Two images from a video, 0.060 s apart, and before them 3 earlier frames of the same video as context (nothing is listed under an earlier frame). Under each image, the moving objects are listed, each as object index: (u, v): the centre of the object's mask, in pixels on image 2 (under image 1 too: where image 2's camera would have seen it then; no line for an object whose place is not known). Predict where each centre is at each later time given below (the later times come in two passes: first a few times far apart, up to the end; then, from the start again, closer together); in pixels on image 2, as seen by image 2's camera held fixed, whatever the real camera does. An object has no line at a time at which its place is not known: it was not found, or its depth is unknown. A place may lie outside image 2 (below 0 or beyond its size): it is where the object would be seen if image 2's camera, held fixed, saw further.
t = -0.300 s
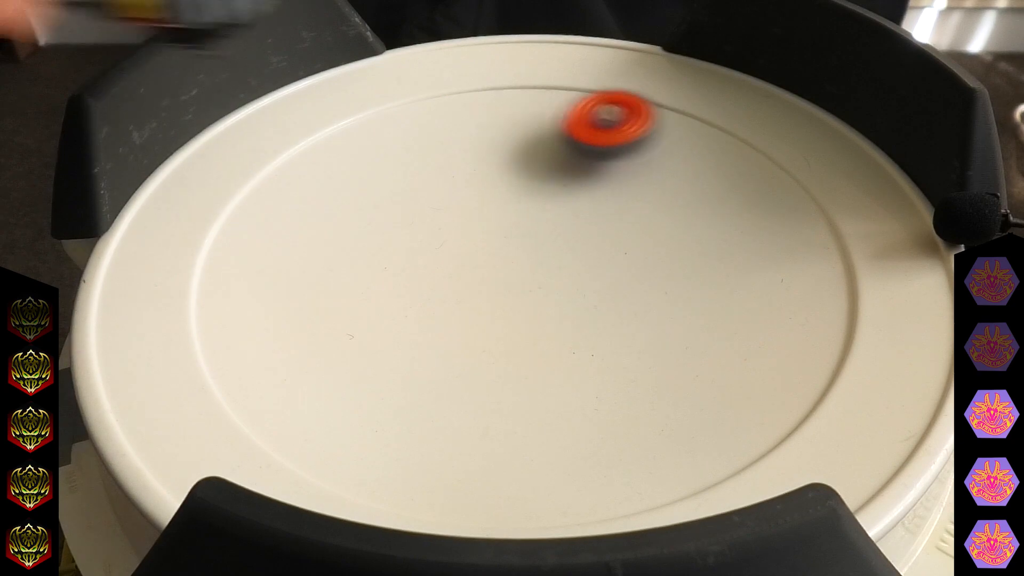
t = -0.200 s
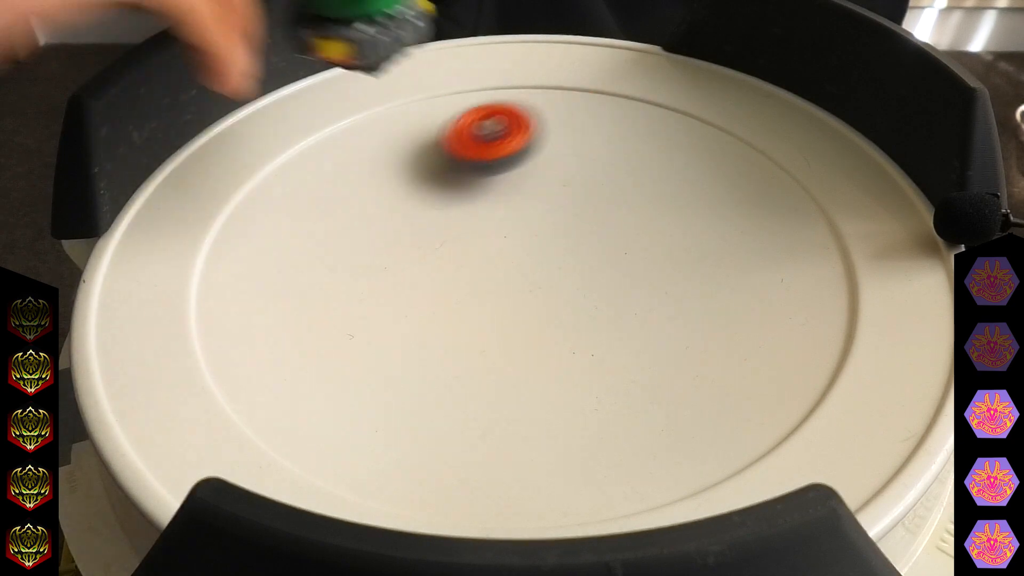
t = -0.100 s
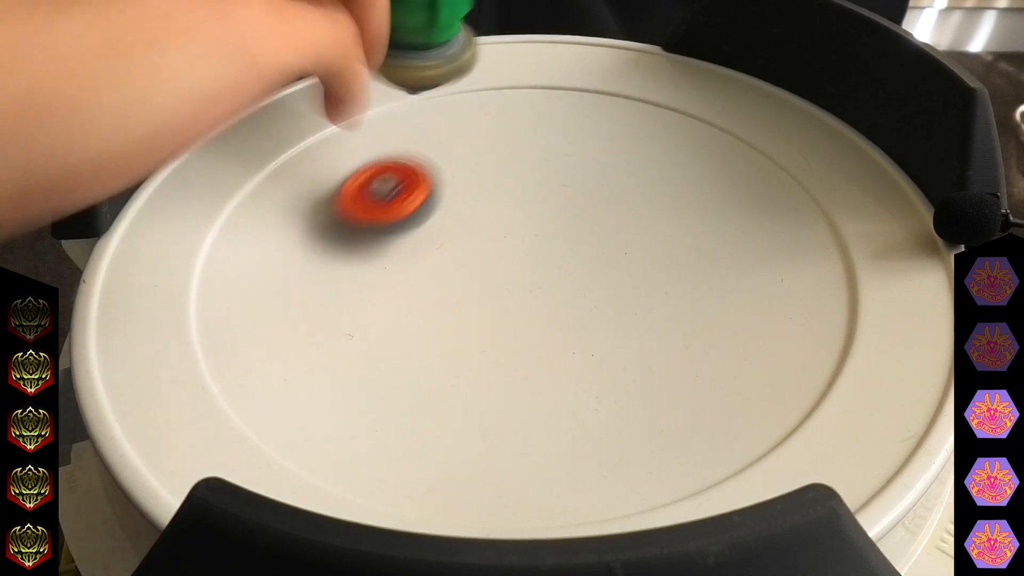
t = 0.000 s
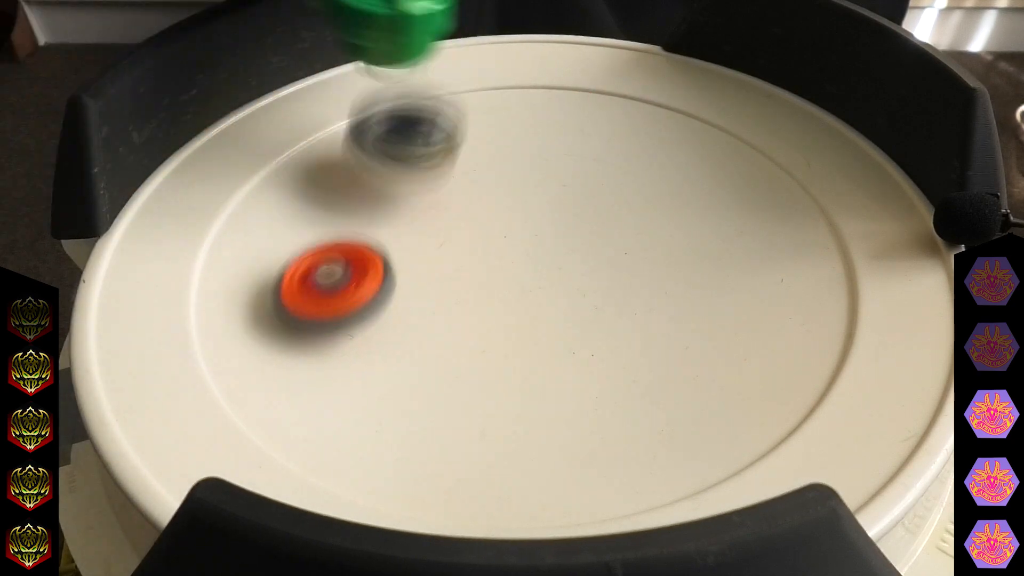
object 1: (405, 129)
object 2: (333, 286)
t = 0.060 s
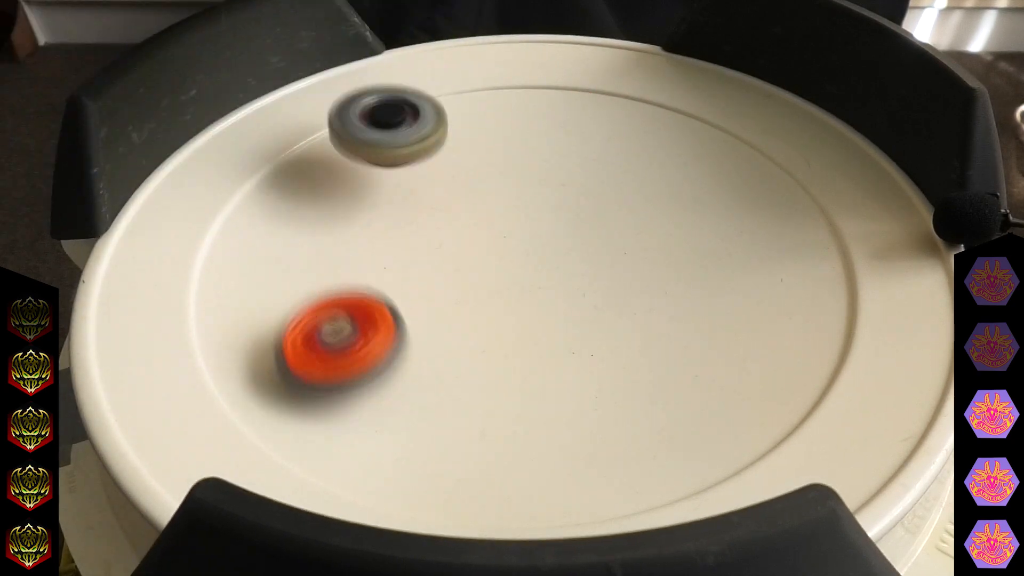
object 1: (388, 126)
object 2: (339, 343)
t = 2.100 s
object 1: (410, 176)
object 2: (275, 168)
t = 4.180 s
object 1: (527, 280)
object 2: (555, 113)
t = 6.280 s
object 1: (346, 186)
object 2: (632, 220)
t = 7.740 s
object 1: (662, 228)
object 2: (270, 315)
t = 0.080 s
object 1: (386, 125)
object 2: (350, 363)
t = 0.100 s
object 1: (384, 131)
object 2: (366, 380)
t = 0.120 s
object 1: (384, 144)
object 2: (385, 400)
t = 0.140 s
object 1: (385, 163)
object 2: (408, 417)
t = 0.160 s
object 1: (389, 159)
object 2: (437, 429)
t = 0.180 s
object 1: (395, 164)
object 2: (469, 444)
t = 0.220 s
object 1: (411, 179)
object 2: (536, 459)
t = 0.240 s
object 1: (420, 185)
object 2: (572, 461)
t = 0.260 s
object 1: (432, 190)
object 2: (607, 456)
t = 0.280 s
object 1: (444, 196)
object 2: (642, 453)
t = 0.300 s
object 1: (457, 203)
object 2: (677, 445)
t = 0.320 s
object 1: (467, 210)
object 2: (710, 435)
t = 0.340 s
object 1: (478, 218)
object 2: (742, 423)
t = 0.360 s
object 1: (488, 227)
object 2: (773, 408)
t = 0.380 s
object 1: (497, 235)
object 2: (792, 391)
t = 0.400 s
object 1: (504, 244)
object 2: (804, 369)
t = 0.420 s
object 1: (511, 254)
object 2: (813, 349)
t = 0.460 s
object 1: (518, 273)
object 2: (826, 307)
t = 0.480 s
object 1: (520, 284)
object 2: (830, 286)
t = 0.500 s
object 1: (519, 294)
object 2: (830, 265)
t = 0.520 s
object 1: (516, 303)
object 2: (828, 244)
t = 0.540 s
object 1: (512, 314)
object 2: (821, 223)
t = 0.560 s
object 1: (505, 323)
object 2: (811, 205)
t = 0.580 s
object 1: (497, 332)
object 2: (795, 186)
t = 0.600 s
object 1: (487, 341)
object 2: (779, 172)
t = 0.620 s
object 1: (476, 348)
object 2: (756, 158)
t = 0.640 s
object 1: (462, 354)
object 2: (731, 143)
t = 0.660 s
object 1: (446, 360)
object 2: (704, 133)
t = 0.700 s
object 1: (411, 365)
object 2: (645, 116)
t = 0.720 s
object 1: (392, 365)
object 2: (615, 112)
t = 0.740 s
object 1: (374, 362)
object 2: (586, 109)
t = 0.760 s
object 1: (356, 357)
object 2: (555, 107)
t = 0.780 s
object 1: (339, 351)
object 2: (525, 107)
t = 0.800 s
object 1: (324, 341)
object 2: (495, 108)
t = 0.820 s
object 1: (313, 331)
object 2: (464, 112)
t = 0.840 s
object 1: (304, 319)
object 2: (436, 116)
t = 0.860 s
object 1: (300, 308)
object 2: (408, 122)
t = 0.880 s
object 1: (298, 295)
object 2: (381, 130)
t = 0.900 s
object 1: (300, 281)
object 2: (357, 138)
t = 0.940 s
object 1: (315, 257)
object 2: (310, 160)
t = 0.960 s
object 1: (328, 247)
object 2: (291, 170)
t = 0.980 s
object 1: (364, 264)
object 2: (260, 150)
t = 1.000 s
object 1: (403, 293)
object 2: (243, 118)
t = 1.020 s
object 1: (448, 316)
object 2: (240, 98)
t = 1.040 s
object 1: (494, 336)
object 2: (257, 91)
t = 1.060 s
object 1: (541, 355)
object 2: (278, 91)
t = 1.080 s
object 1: (589, 374)
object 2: (304, 100)
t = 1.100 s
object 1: (634, 386)
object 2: (329, 117)
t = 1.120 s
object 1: (676, 396)
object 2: (359, 140)
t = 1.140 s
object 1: (716, 404)
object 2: (383, 152)
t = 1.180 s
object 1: (789, 405)
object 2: (434, 170)
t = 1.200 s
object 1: (818, 409)
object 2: (458, 168)
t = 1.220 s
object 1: (843, 408)
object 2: (485, 174)
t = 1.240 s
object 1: (861, 409)
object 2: (510, 187)
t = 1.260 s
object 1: (873, 405)
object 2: (537, 207)
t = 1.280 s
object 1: (881, 399)
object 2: (563, 216)
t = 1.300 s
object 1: (886, 400)
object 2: (585, 221)
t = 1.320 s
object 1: (890, 396)
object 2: (610, 235)
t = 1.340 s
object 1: (892, 394)
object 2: (630, 242)
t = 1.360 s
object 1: (893, 390)
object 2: (650, 247)
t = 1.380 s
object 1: (892, 386)
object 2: (665, 251)
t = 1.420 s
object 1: (886, 379)
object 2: (687, 258)
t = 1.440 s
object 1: (882, 374)
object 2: (694, 261)
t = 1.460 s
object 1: (875, 370)
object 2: (698, 263)
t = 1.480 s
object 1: (867, 366)
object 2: (699, 267)
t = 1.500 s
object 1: (855, 361)
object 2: (696, 263)
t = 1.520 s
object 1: (838, 354)
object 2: (692, 264)
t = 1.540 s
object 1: (821, 351)
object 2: (685, 266)
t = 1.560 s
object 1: (799, 348)
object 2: (676, 263)
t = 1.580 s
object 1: (776, 343)
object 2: (665, 261)
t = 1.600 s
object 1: (752, 335)
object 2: (652, 255)
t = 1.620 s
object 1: (727, 331)
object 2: (637, 252)
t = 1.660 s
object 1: (673, 315)
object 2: (609, 239)
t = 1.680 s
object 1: (644, 306)
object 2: (594, 232)
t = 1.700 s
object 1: (615, 296)
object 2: (579, 224)
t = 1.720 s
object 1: (590, 288)
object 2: (562, 214)
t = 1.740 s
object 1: (565, 277)
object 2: (547, 204)
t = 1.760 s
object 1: (541, 266)
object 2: (531, 195)
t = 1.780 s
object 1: (518, 260)
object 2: (513, 183)
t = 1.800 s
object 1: (498, 250)
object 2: (493, 172)
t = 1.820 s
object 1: (479, 242)
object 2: (475, 163)
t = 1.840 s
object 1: (461, 235)
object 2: (456, 154)
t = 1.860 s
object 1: (445, 226)
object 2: (437, 148)
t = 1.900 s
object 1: (420, 210)
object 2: (402, 139)
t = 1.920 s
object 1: (412, 202)
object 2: (382, 133)
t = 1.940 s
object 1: (407, 198)
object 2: (364, 128)
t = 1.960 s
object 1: (401, 193)
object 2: (348, 124)
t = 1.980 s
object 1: (399, 189)
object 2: (332, 123)
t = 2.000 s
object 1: (397, 188)
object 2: (315, 123)
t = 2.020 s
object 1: (397, 185)
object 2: (302, 125)
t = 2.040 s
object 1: (397, 182)
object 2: (287, 130)
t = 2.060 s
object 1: (400, 178)
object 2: (281, 139)
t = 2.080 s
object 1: (404, 179)
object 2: (278, 154)
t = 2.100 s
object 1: (410, 176)
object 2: (275, 168)
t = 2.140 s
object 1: (424, 173)
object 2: (273, 198)
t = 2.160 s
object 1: (433, 171)
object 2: (273, 215)
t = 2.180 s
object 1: (443, 171)
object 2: (277, 231)
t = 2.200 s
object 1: (453, 170)
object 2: (282, 246)
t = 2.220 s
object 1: (463, 169)
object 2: (291, 261)
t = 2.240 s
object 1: (475, 169)
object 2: (303, 276)
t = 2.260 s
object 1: (487, 171)
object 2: (318, 290)
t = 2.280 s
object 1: (498, 170)
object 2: (337, 301)
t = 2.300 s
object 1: (510, 172)
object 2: (359, 312)
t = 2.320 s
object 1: (522, 172)
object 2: (383, 320)
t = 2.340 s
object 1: (533, 173)
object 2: (408, 327)
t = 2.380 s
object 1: (554, 175)
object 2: (460, 332)
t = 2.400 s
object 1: (563, 176)
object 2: (486, 331)
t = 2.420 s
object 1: (572, 177)
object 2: (511, 327)
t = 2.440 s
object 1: (579, 178)
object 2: (535, 321)
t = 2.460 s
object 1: (586, 179)
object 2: (556, 314)
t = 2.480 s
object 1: (591, 180)
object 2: (576, 305)
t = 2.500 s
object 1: (596, 181)
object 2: (593, 294)
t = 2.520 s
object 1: (599, 181)
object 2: (608, 279)
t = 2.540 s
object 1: (601, 181)
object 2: (622, 267)
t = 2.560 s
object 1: (595, 167)
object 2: (641, 272)
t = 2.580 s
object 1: (590, 148)
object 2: (663, 286)
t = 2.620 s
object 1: (581, 117)
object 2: (700, 308)
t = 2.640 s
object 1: (577, 103)
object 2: (715, 316)
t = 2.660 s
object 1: (574, 90)
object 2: (728, 324)
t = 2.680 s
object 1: (571, 80)
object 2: (738, 328)
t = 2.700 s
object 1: (569, 71)
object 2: (745, 332)
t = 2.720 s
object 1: (568, 63)
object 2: (750, 333)
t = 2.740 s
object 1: (566, 58)
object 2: (752, 333)
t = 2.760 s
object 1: (564, 59)
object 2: (753, 330)
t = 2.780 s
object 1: (561, 65)
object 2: (751, 327)
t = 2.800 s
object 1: (557, 70)
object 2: (748, 322)
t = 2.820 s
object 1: (554, 76)
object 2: (743, 314)
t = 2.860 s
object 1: (546, 91)
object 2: (731, 300)
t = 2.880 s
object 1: (543, 99)
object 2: (724, 291)
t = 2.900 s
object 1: (538, 109)
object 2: (716, 282)
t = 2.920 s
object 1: (534, 121)
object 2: (707, 271)
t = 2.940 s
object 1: (529, 134)
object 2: (698, 261)
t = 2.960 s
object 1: (524, 146)
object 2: (690, 251)
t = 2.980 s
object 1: (518, 160)
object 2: (681, 240)
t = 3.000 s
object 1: (512, 174)
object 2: (672, 229)
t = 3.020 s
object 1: (505, 187)
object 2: (662, 218)
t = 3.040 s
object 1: (498, 201)
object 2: (653, 206)
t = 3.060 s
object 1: (490, 214)
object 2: (642, 195)
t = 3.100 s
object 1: (475, 241)
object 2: (619, 176)
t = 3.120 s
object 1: (466, 254)
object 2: (606, 168)
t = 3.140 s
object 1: (459, 264)
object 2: (591, 161)
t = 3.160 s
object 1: (451, 278)
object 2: (575, 155)
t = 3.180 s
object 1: (443, 287)
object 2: (558, 151)
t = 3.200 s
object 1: (435, 300)
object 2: (541, 148)
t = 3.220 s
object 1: (427, 309)
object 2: (523, 148)
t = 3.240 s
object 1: (420, 316)
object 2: (505, 149)
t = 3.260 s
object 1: (414, 324)
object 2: (487, 152)
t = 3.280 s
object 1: (407, 330)
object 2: (470, 156)
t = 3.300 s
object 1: (402, 335)
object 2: (454, 162)
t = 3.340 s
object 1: (393, 342)
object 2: (425, 177)
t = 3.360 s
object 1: (388, 343)
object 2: (412, 187)
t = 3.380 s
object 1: (386, 345)
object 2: (401, 197)
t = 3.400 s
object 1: (383, 344)
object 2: (391, 208)
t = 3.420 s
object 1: (381, 344)
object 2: (384, 220)
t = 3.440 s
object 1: (380, 340)
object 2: (379, 233)
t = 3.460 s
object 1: (380, 340)
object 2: (376, 243)
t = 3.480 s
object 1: (381, 337)
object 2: (376, 250)
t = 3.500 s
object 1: (381, 344)
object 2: (381, 257)
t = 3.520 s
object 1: (382, 354)
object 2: (386, 257)
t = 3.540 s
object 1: (386, 370)
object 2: (392, 258)
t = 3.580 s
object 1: (393, 389)
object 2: (409, 255)
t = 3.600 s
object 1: (398, 395)
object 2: (418, 255)
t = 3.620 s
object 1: (405, 403)
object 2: (428, 255)
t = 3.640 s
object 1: (412, 407)
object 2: (439, 257)
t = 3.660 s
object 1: (420, 409)
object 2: (450, 259)
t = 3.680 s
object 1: (428, 411)
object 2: (460, 262)
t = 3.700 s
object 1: (436, 409)
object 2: (471, 265)
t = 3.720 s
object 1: (446, 408)
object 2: (482, 268)
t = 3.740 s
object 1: (455, 403)
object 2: (494, 272)
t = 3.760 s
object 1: (464, 399)
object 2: (506, 274)
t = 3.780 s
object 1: (473, 393)
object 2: (519, 276)
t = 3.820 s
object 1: (491, 377)
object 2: (545, 274)
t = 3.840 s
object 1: (501, 367)
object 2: (558, 271)
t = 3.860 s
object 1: (510, 356)
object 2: (569, 268)
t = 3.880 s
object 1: (518, 346)
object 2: (580, 262)
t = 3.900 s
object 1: (526, 335)
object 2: (587, 256)
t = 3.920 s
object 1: (532, 323)
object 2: (594, 249)
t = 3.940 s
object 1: (538, 313)
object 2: (598, 242)
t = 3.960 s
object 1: (544, 302)
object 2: (601, 233)
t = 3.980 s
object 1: (543, 300)
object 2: (606, 215)
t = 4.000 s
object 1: (541, 297)
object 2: (611, 197)
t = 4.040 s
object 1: (536, 293)
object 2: (614, 167)
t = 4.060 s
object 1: (534, 291)
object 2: (611, 155)
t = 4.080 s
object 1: (532, 289)
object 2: (607, 143)
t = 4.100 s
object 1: (531, 287)
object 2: (601, 134)
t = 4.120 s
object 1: (529, 286)
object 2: (592, 127)
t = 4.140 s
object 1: (528, 283)
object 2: (581, 121)
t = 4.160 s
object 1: (528, 282)
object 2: (568, 116)
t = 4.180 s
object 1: (527, 280)
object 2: (555, 113)
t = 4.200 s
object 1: (527, 279)
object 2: (540, 111)
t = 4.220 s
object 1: (527, 278)
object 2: (524, 110)
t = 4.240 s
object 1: (528, 277)
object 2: (508, 111)
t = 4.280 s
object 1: (531, 274)
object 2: (475, 115)
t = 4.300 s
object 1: (533, 274)
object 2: (458, 119)
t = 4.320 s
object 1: (535, 272)
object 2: (440, 125)
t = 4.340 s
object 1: (538, 273)
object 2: (424, 131)
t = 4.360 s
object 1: (541, 271)
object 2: (409, 138)
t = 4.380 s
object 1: (544, 272)
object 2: (396, 147)
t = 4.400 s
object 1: (548, 272)
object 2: (383, 158)
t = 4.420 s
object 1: (552, 272)
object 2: (374, 168)
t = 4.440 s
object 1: (557, 272)
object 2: (364, 182)
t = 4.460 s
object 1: (561, 271)
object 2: (359, 193)
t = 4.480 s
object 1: (566, 272)
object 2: (354, 207)
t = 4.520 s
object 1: (577, 272)
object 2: (352, 236)
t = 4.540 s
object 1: (582, 272)
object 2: (355, 251)
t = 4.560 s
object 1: (588, 272)
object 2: (360, 266)
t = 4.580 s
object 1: (593, 272)
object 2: (368, 279)
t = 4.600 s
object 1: (598, 271)
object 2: (379, 293)
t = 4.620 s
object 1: (602, 271)
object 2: (392, 307)
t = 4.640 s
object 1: (606, 270)
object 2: (407, 319)
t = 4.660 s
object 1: (610, 270)
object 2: (424, 331)
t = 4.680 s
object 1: (613, 267)
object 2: (443, 340)
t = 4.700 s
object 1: (614, 268)
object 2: (464, 348)
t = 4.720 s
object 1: (616, 266)
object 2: (484, 354)
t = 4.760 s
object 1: (618, 263)
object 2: (530, 360)
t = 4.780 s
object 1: (617, 262)
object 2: (553, 359)
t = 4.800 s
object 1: (616, 260)
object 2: (576, 357)
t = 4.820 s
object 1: (615, 257)
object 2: (598, 352)
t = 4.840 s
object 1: (612, 255)
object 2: (618, 345)
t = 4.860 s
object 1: (609, 251)
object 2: (637, 337)
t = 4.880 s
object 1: (606, 250)
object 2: (654, 327)
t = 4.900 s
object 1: (601, 248)
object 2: (668, 316)
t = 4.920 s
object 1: (596, 247)
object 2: (679, 304)
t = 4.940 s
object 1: (591, 246)
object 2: (688, 291)
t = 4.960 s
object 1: (586, 243)
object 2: (696, 277)
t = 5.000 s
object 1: (576, 238)
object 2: (704, 247)
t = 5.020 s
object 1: (571, 235)
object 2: (704, 232)
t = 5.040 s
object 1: (565, 232)
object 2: (700, 218)
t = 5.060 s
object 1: (560, 229)
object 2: (694, 204)
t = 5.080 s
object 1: (554, 227)
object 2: (684, 191)
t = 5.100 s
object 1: (548, 224)
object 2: (672, 179)
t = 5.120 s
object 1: (544, 220)
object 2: (657, 168)
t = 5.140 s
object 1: (539, 217)
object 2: (641, 158)
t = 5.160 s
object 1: (536, 215)
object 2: (624, 150)
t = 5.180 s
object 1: (532, 212)
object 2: (606, 143)
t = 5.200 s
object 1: (528, 209)
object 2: (588, 138)
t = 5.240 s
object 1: (518, 208)
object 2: (551, 128)
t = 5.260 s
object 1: (511, 211)
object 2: (534, 124)
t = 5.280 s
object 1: (505, 212)
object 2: (518, 121)
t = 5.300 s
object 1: (499, 215)
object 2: (503, 120)
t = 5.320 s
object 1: (492, 218)
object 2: (487, 121)
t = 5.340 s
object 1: (487, 219)
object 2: (471, 124)
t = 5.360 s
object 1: (482, 222)
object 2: (455, 129)
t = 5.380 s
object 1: (478, 223)
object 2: (440, 134)
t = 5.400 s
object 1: (473, 225)
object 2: (425, 142)
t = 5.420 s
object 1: (470, 226)
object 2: (410, 151)
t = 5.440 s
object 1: (467, 227)
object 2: (397, 161)
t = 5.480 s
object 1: (463, 228)
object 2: (374, 182)
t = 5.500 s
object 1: (461, 228)
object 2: (365, 194)
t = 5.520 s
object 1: (465, 230)
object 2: (351, 201)
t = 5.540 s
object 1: (474, 225)
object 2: (331, 210)
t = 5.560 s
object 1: (483, 226)
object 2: (310, 227)
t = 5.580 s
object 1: (492, 233)
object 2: (297, 234)
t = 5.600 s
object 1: (501, 232)
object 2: (282, 245)
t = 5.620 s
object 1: (509, 235)
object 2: (271, 256)
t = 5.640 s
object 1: (516, 234)
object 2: (262, 267)
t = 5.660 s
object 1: (523, 236)
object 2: (256, 281)
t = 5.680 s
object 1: (529, 235)
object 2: (256, 293)
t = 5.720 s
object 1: (538, 235)
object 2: (262, 322)
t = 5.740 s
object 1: (541, 235)
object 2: (269, 335)
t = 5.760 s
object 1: (543, 234)
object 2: (280, 349)
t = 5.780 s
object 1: (544, 233)
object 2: (293, 363)
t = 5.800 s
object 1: (544, 233)
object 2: (309, 376)
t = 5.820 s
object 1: (543, 232)
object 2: (328, 390)
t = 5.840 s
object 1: (541, 231)
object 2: (351, 403)
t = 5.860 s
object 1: (537, 230)
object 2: (378, 414)
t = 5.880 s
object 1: (533, 230)
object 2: (406, 424)
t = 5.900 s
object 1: (527, 229)
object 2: (437, 432)
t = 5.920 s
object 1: (520, 227)
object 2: (471, 435)
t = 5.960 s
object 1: (504, 224)
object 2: (533, 431)
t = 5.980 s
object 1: (494, 222)
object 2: (562, 424)
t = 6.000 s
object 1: (484, 220)
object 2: (587, 415)
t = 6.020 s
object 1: (473, 218)
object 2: (608, 404)
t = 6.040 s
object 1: (461, 215)
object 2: (626, 392)
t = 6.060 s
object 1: (450, 213)
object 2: (641, 377)
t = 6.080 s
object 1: (439, 210)
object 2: (652, 362)
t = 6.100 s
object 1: (428, 207)
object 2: (662, 346)
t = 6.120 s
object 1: (418, 205)
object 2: (667, 330)
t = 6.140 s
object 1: (407, 203)
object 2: (670, 315)
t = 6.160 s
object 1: (397, 199)
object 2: (670, 299)
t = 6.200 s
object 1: (379, 194)
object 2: (665, 271)
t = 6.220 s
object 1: (370, 192)
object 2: (659, 257)
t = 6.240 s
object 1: (362, 190)
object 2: (651, 244)
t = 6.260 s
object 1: (354, 188)
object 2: (642, 232)
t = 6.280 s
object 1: (346, 186)
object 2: (632, 220)
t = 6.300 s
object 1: (339, 185)
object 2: (621, 209)
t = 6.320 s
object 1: (333, 183)
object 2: (609, 200)
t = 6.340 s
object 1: (327, 181)
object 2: (596, 191)
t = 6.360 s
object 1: (321, 181)
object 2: (583, 184)
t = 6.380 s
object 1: (318, 180)
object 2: (568, 177)
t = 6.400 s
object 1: (314, 179)
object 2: (553, 171)
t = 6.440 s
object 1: (310, 179)
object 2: (522, 162)
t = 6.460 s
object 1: (310, 181)
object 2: (506, 159)
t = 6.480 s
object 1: (309, 182)
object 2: (491, 156)
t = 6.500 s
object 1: (310, 183)
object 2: (475, 154)
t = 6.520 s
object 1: (312, 185)
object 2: (459, 154)
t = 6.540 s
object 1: (314, 188)
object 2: (443, 154)
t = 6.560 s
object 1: (317, 191)
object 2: (425, 156)
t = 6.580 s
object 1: (320, 195)
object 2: (413, 157)
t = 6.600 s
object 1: (315, 202)
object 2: (405, 155)
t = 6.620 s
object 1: (310, 210)
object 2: (400, 153)
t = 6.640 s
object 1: (304, 219)
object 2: (394, 152)
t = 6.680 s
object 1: (298, 234)
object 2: (382, 155)
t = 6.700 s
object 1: (297, 241)
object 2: (376, 158)
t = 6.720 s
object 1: (296, 247)
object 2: (370, 161)
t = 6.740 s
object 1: (296, 254)
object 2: (364, 166)
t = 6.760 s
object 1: (298, 261)
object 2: (356, 172)
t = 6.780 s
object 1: (300, 267)
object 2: (350, 179)
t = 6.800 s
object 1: (303, 273)
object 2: (344, 186)
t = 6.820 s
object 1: (308, 278)
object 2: (341, 194)
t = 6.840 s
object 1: (313, 284)
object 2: (339, 202)
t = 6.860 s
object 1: (320, 290)
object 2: (338, 211)
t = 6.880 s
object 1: (324, 338)
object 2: (342, 192)
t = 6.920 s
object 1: (338, 441)
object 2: (359, 122)
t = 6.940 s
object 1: (362, 459)
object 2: (366, 91)
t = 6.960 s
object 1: (413, 459)
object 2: (383, 70)
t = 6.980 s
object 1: (464, 453)
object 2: (401, 57)
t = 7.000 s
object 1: (521, 444)
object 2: (418, 49)
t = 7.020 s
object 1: (572, 445)
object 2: (435, 38)
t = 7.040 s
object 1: (621, 454)
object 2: (450, 31)
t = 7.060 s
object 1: (665, 460)
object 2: (463, 27)
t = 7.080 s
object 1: (706, 434)
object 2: (476, 24)
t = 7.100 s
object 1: (744, 410)
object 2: (489, 22)
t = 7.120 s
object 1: (773, 392)
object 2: (500, 25)
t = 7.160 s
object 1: (813, 369)
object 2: (519, 27)
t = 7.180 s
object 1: (826, 326)
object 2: (526, 31)
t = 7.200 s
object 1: (831, 295)
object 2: (535, 33)
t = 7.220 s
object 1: (835, 274)
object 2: (541, 39)
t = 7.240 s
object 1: (836, 260)
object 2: (548, 44)
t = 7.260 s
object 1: (834, 256)
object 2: (554, 50)
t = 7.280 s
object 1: (831, 234)
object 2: (558, 56)
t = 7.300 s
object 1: (822, 203)
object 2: (563, 67)
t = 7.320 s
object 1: (814, 185)
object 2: (567, 76)
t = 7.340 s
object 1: (799, 170)
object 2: (571, 88)
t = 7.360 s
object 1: (786, 168)
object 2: (573, 98)
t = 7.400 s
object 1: (742, 152)
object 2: (576, 129)
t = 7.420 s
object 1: (711, 149)
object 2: (576, 140)
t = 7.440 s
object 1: (683, 147)
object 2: (576, 160)
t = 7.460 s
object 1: (665, 148)
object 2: (556, 165)
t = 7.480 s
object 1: (678, 138)
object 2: (500, 156)
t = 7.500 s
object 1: (690, 136)
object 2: (438, 154)
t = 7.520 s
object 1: (702, 144)
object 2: (375, 160)
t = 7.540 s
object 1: (708, 144)
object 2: (318, 172)
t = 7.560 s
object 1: (712, 141)
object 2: (259, 159)
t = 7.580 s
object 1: (716, 147)
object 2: (202, 133)
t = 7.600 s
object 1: (718, 158)
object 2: (174, 127)
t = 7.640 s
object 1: (711, 161)
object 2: (174, 147)
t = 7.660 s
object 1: (704, 168)
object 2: (179, 171)
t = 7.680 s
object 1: (695, 184)
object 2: (188, 209)
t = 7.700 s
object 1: (687, 205)
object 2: (203, 276)
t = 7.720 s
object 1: (676, 217)
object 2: (223, 315)
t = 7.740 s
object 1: (662, 228)
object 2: (270, 315)
